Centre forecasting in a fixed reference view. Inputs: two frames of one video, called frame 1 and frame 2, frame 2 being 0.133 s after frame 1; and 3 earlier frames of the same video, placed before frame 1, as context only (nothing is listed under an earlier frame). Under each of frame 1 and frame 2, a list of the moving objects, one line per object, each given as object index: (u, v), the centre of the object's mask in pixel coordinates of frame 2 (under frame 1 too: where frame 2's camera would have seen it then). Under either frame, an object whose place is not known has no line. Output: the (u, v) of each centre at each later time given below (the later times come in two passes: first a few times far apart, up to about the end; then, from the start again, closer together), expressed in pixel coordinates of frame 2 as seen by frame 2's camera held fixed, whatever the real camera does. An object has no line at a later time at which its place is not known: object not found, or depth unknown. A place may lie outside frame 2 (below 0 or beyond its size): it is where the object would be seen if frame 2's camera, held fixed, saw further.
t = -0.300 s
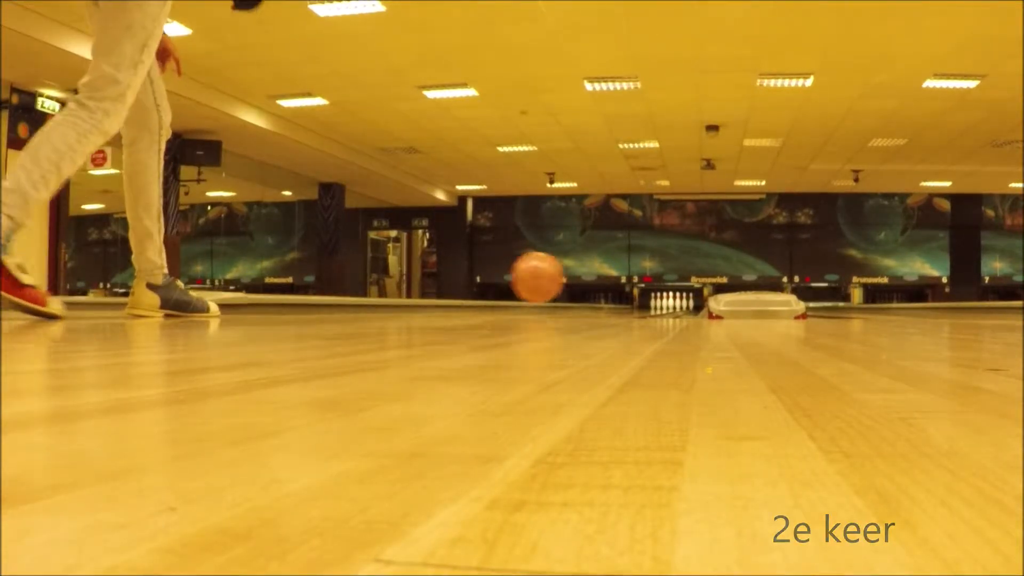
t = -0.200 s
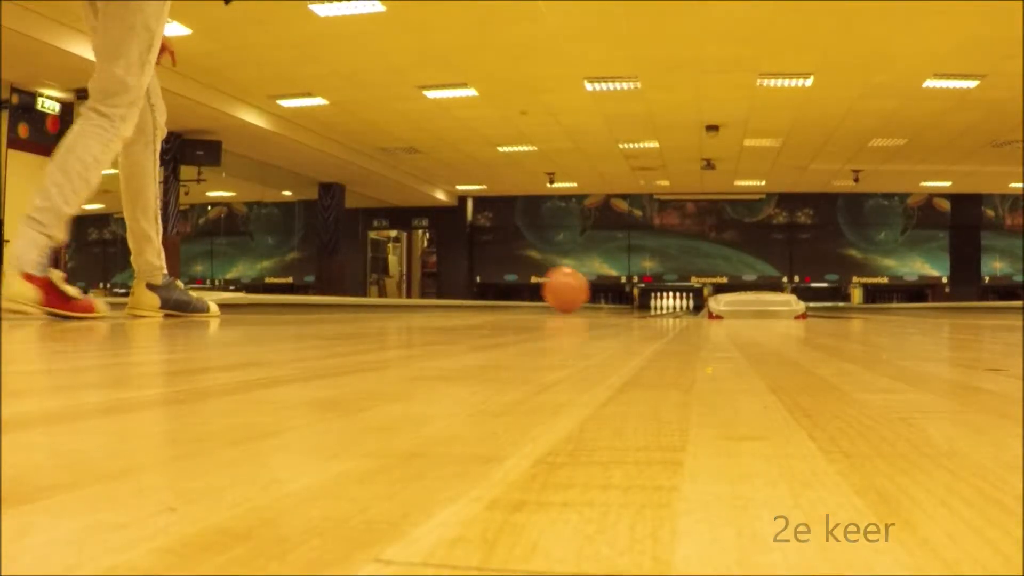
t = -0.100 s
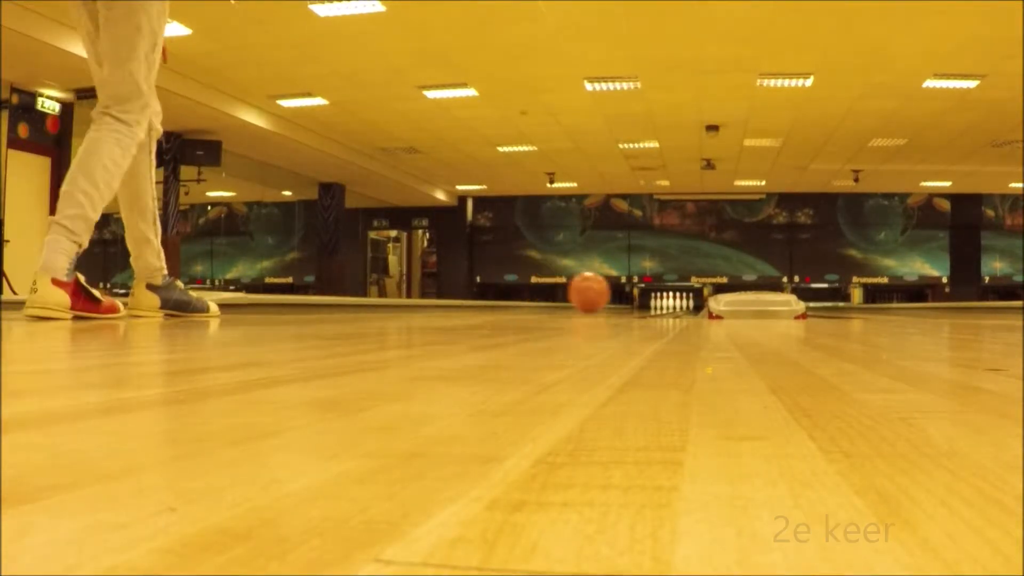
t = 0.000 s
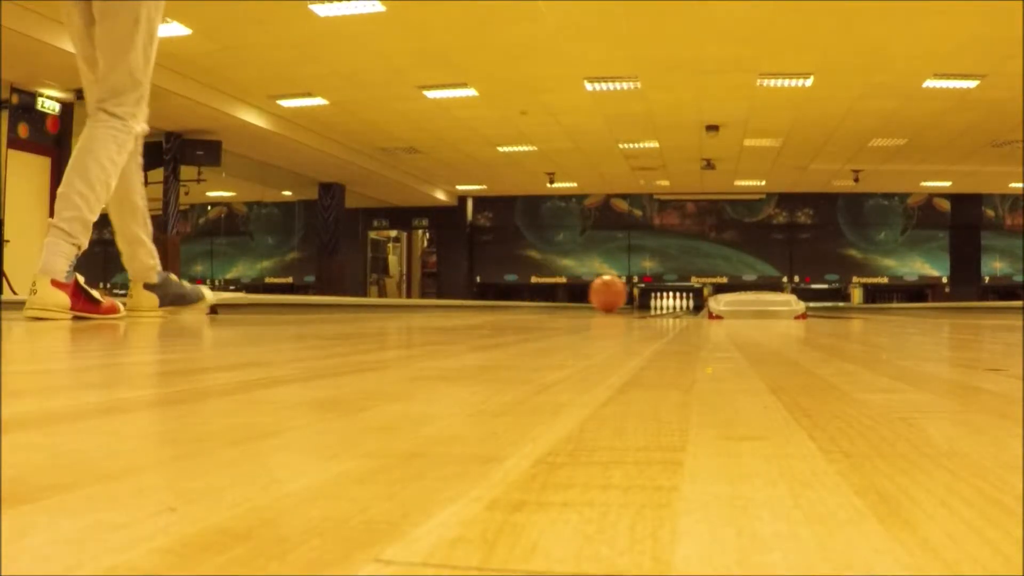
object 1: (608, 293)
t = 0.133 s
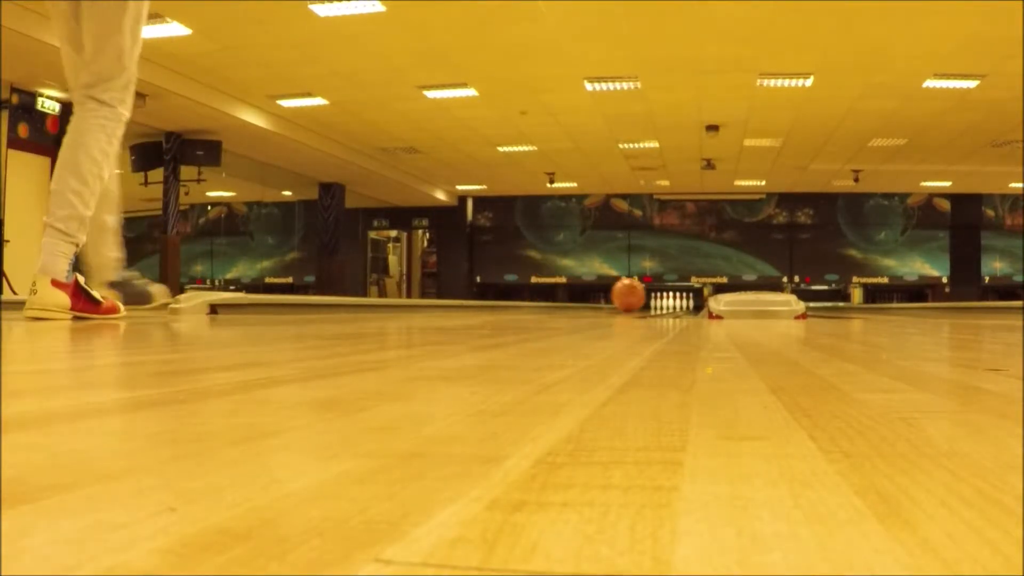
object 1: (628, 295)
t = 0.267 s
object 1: (644, 296)
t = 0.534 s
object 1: (670, 297)
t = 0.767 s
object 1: (687, 301)
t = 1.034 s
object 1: (693, 305)
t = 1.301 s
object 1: (694, 306)
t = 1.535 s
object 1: (695, 306)
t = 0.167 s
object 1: (632, 295)
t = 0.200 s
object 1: (637, 295)
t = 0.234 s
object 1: (640, 296)
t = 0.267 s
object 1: (644, 296)
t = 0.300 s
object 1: (647, 296)
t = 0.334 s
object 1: (652, 296)
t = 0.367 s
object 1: (655, 296)
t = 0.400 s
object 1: (658, 297)
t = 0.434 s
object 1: (661, 297)
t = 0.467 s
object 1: (664, 297)
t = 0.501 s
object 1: (667, 297)
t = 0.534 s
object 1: (670, 297)
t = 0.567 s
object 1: (672, 298)
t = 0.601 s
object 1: (675, 298)
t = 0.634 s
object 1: (678, 298)
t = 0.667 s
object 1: (679, 298)
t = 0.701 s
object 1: (682, 299)
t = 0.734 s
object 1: (684, 299)
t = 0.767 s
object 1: (687, 301)
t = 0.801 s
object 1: (689, 303)
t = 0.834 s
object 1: (693, 305)
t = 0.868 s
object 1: (693, 304)
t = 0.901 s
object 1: (693, 304)
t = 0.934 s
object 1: (692, 304)
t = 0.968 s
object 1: (692, 304)
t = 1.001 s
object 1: (692, 305)
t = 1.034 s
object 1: (693, 305)
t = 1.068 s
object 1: (694, 305)
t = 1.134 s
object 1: (694, 305)
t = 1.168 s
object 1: (694, 305)
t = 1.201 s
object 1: (694, 305)
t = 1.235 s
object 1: (693, 305)
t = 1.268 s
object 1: (694, 305)
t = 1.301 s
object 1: (694, 306)
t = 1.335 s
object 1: (694, 306)
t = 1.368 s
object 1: (695, 306)
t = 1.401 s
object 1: (695, 306)
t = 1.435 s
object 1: (695, 306)
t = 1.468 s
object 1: (695, 306)
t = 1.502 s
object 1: (695, 306)
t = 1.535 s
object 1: (695, 306)
